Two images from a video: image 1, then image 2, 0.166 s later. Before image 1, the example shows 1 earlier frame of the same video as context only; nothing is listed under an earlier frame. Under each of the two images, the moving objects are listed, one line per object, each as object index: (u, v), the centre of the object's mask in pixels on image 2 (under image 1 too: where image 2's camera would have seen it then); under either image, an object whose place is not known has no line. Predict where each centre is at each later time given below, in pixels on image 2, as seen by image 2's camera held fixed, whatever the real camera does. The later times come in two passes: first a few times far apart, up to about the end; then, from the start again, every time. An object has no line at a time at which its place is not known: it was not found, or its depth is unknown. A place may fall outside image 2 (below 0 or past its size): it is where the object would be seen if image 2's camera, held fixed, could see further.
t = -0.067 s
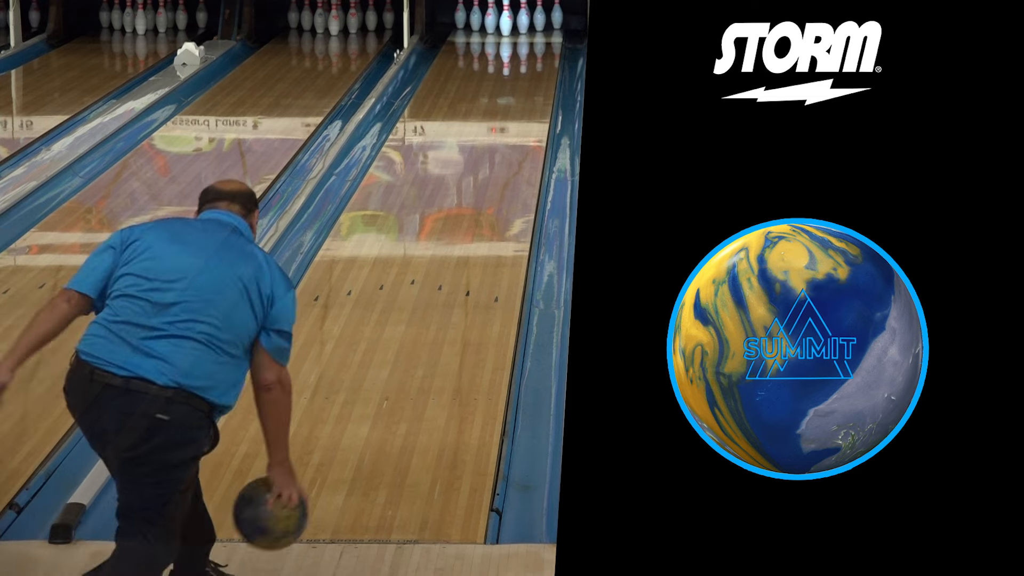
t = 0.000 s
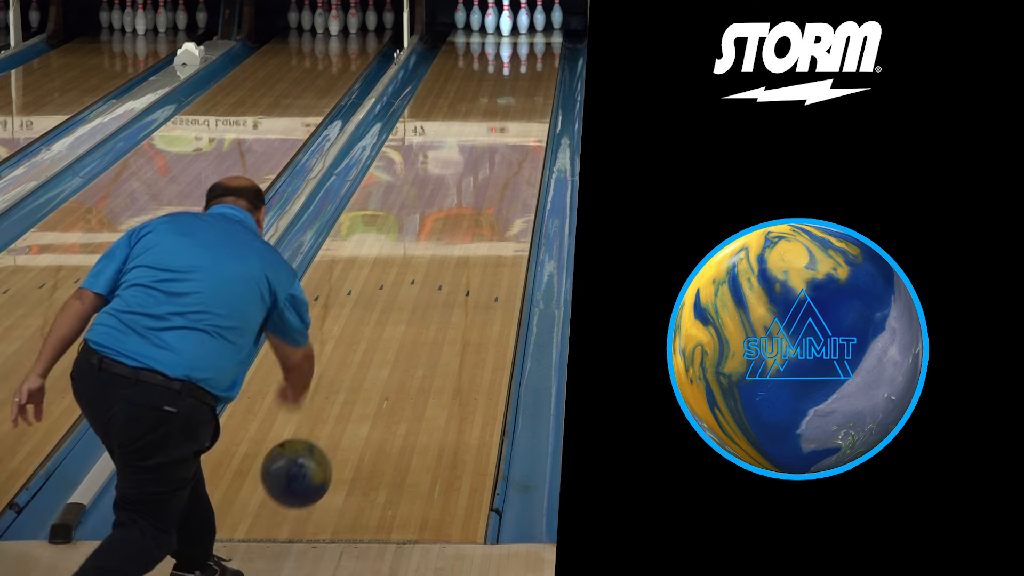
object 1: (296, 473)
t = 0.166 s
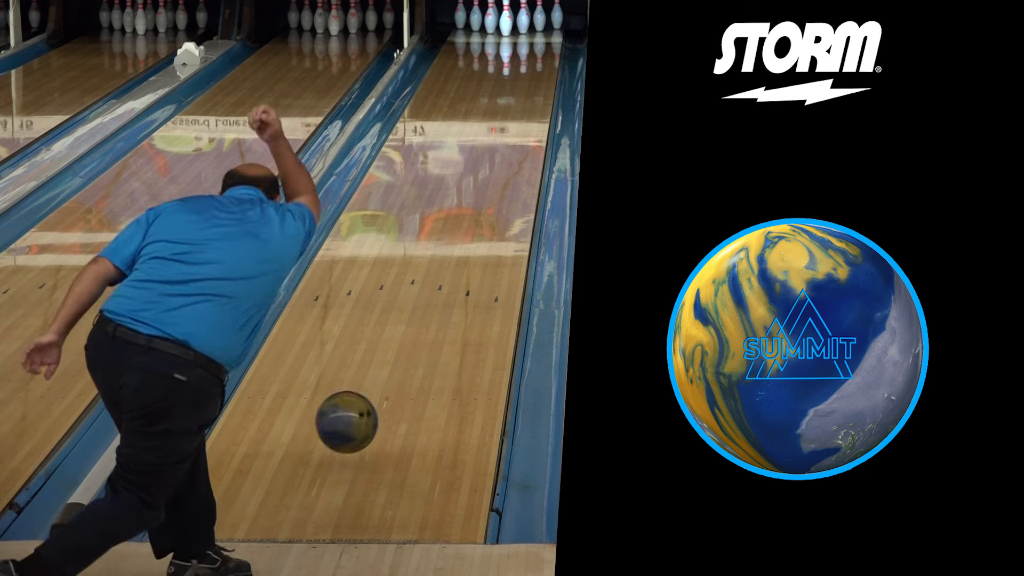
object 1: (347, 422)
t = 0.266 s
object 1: (371, 392)
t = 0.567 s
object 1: (427, 293)
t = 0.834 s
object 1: (461, 227)
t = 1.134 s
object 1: (490, 172)
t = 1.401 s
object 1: (509, 134)
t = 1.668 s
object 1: (522, 102)
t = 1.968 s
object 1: (531, 74)
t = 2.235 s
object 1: (530, 53)
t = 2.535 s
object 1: (522, 35)
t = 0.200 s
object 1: (355, 422)
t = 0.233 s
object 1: (364, 408)
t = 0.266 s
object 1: (371, 392)
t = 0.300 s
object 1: (379, 378)
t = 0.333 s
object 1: (386, 369)
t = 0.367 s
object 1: (392, 357)
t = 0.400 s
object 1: (399, 346)
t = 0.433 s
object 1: (405, 334)
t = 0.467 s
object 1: (411, 323)
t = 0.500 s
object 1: (416, 313)
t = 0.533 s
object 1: (422, 302)
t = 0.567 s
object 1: (427, 293)
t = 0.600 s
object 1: (432, 283)
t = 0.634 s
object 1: (436, 274)
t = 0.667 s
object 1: (441, 266)
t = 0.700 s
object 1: (445, 258)
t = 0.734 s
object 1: (450, 249)
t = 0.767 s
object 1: (454, 242)
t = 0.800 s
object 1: (457, 234)
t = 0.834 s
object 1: (461, 227)
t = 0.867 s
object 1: (465, 220)
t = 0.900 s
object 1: (469, 213)
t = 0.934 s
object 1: (472, 207)
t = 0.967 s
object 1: (475, 200)
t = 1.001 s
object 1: (478, 194)
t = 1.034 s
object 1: (481, 189)
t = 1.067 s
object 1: (484, 183)
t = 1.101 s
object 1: (487, 178)
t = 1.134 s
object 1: (490, 172)
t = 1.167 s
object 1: (493, 167)
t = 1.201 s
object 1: (495, 162)
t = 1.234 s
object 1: (498, 157)
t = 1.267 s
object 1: (500, 152)
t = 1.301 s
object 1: (503, 147)
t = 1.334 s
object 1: (505, 143)
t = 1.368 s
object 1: (507, 138)
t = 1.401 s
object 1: (509, 134)
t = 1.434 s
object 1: (511, 130)
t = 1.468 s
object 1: (513, 125)
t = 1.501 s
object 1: (514, 121)
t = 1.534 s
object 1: (516, 117)
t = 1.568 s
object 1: (518, 114)
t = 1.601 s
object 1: (520, 110)
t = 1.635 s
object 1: (521, 106)
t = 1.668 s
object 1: (522, 102)
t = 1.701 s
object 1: (524, 99)
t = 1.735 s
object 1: (525, 95)
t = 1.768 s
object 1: (526, 92)
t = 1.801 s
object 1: (527, 89)
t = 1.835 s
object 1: (528, 86)
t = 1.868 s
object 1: (530, 83)
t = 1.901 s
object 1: (530, 80)
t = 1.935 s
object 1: (530, 76)
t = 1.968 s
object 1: (531, 74)
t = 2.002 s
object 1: (532, 71)
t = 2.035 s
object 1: (532, 68)
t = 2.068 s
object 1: (532, 66)
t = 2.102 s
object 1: (532, 63)
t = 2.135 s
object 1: (531, 61)
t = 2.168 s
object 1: (531, 58)
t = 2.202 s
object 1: (531, 56)
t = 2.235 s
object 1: (530, 53)
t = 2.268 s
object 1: (530, 51)
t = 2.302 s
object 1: (529, 48)
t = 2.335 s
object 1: (528, 47)
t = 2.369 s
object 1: (527, 45)
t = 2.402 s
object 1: (526, 43)
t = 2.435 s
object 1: (526, 40)
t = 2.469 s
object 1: (524, 38)
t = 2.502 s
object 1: (523, 37)
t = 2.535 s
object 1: (522, 35)
